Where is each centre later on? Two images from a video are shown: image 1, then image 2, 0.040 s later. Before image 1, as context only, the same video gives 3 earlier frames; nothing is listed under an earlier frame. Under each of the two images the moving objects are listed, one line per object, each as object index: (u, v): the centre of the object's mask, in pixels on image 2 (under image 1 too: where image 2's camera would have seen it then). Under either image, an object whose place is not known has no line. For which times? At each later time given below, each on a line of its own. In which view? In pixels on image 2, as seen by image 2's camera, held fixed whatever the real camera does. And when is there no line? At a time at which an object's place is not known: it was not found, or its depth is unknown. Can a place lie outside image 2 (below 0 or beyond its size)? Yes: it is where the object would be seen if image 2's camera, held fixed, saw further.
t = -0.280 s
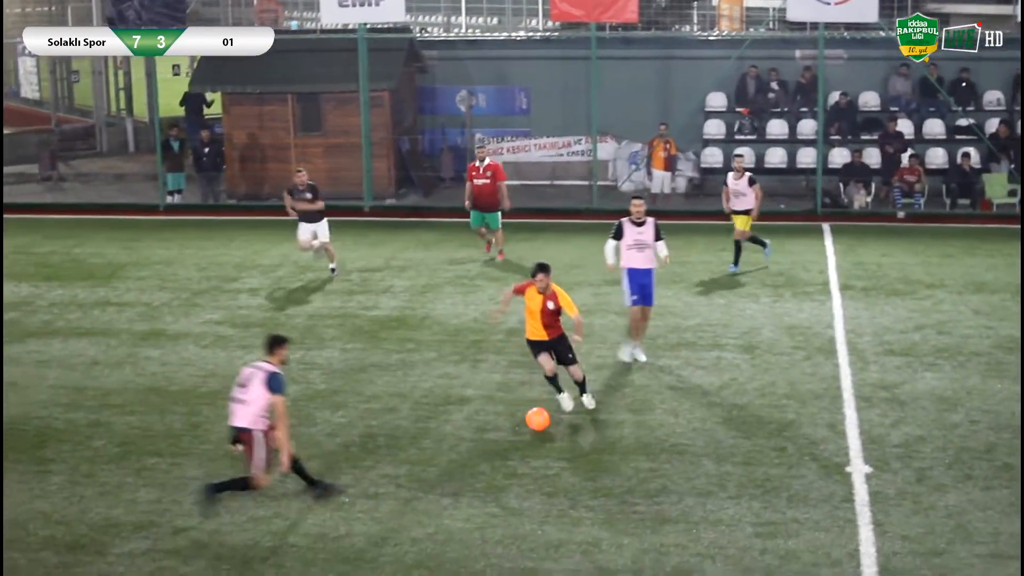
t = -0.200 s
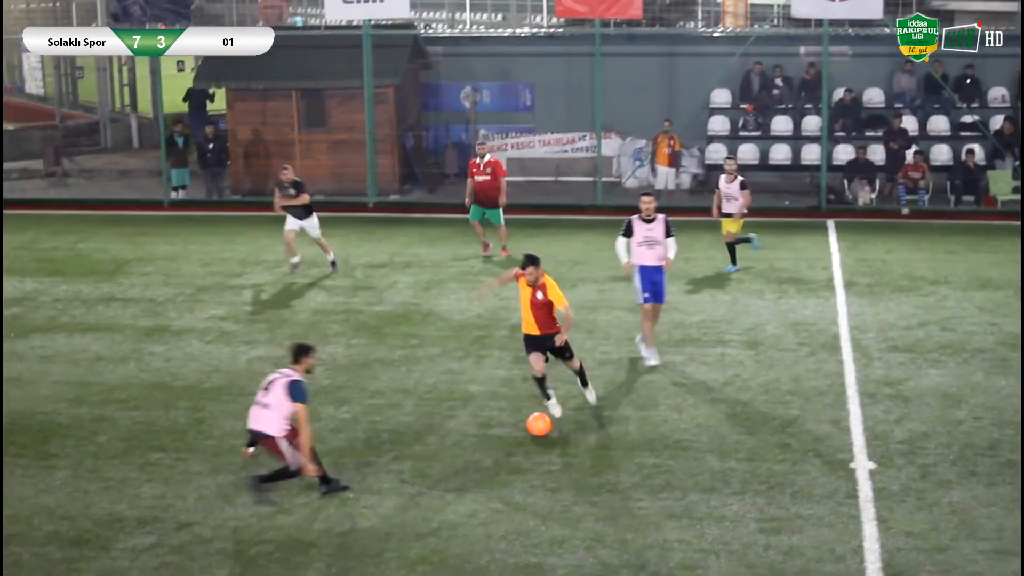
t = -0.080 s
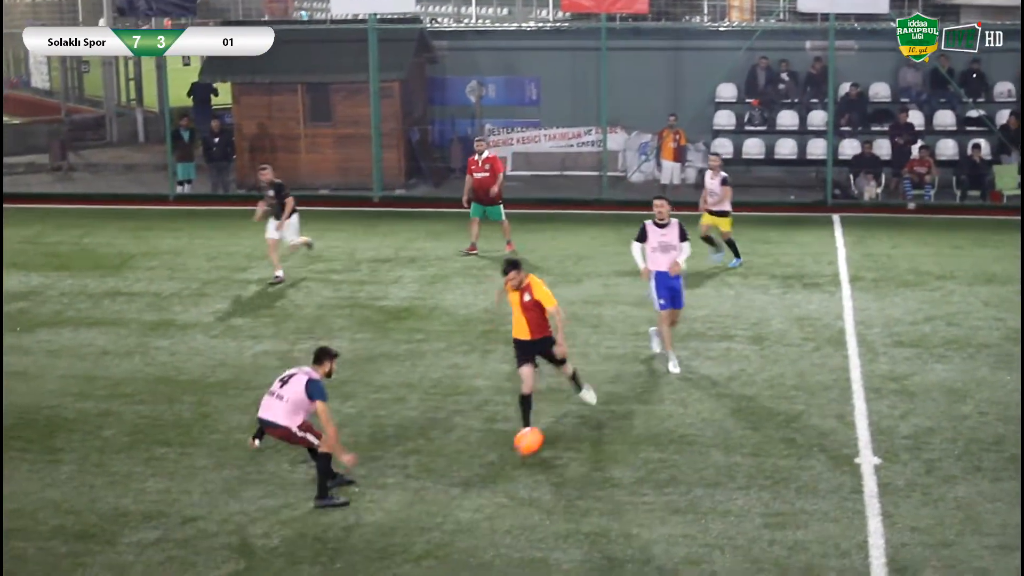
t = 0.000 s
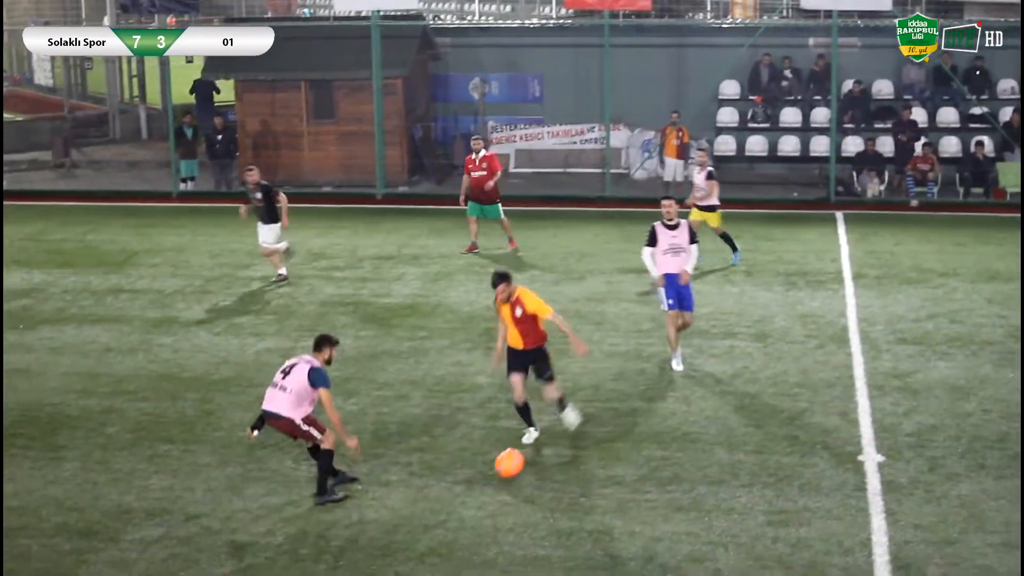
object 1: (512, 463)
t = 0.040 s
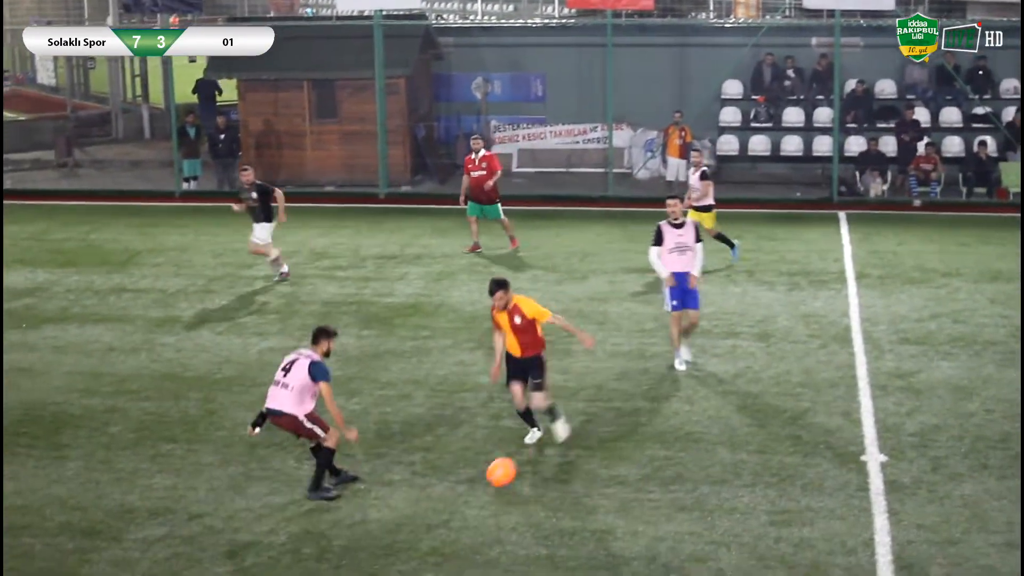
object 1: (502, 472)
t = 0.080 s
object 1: (490, 483)
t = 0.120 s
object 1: (478, 497)
